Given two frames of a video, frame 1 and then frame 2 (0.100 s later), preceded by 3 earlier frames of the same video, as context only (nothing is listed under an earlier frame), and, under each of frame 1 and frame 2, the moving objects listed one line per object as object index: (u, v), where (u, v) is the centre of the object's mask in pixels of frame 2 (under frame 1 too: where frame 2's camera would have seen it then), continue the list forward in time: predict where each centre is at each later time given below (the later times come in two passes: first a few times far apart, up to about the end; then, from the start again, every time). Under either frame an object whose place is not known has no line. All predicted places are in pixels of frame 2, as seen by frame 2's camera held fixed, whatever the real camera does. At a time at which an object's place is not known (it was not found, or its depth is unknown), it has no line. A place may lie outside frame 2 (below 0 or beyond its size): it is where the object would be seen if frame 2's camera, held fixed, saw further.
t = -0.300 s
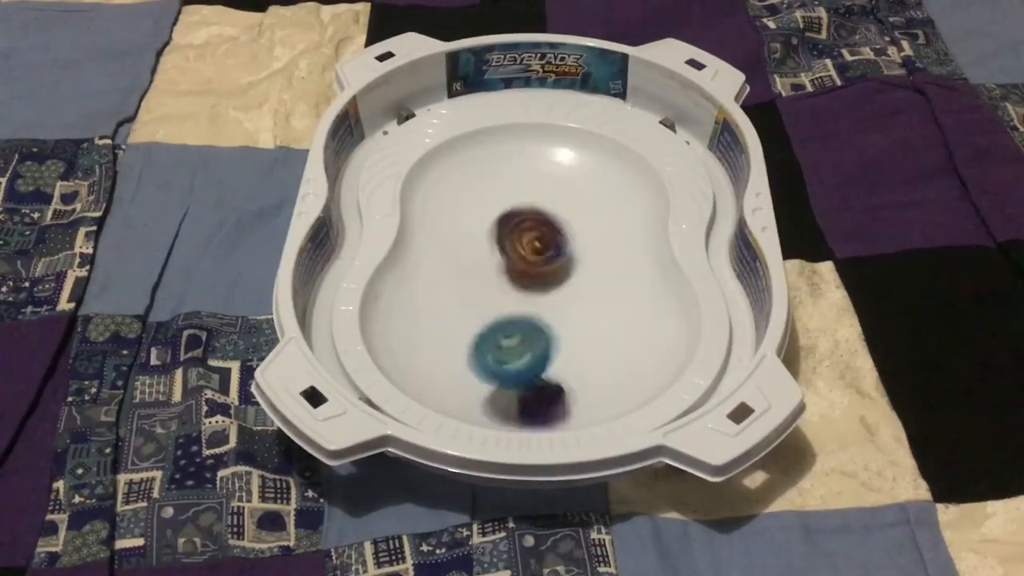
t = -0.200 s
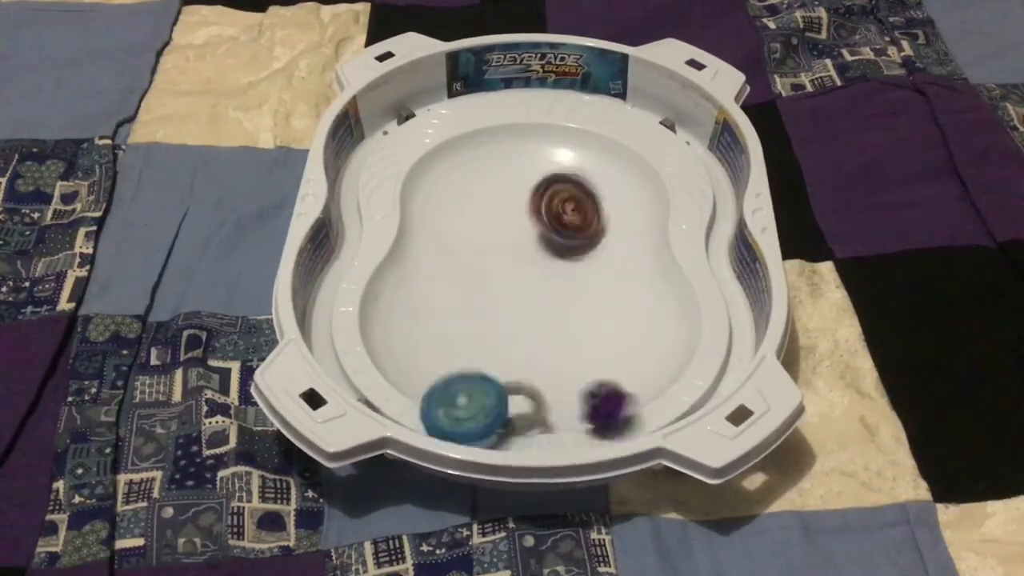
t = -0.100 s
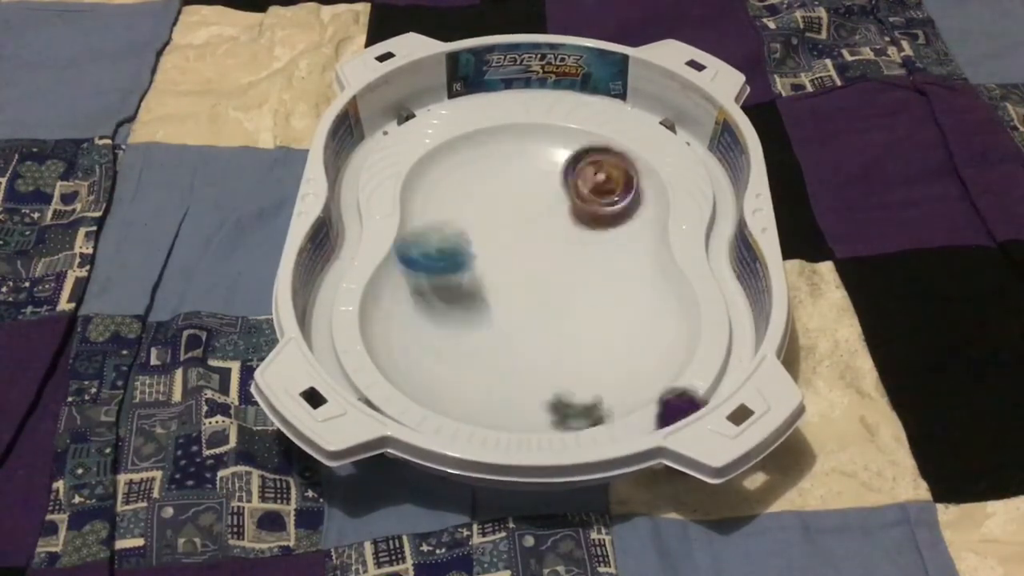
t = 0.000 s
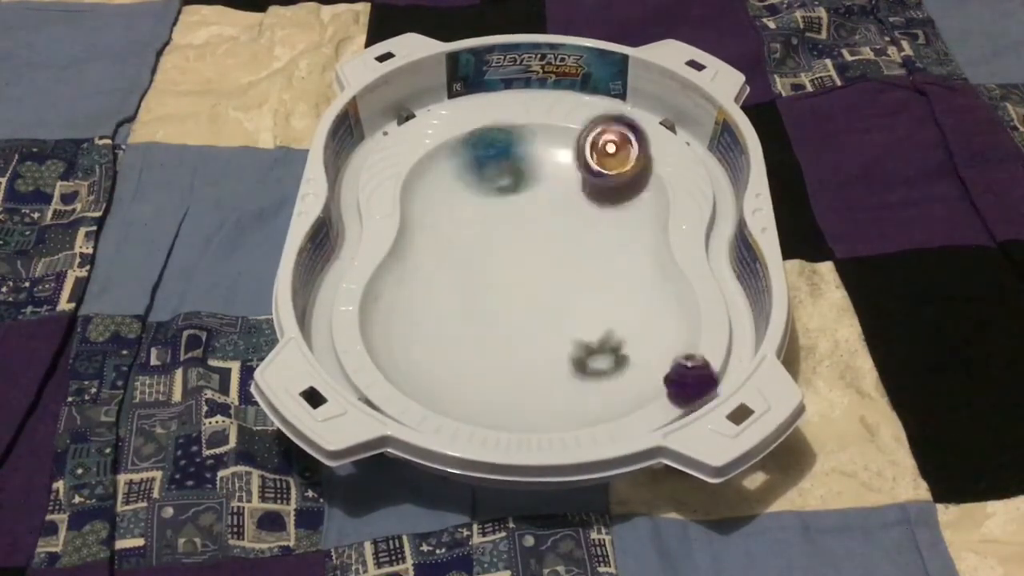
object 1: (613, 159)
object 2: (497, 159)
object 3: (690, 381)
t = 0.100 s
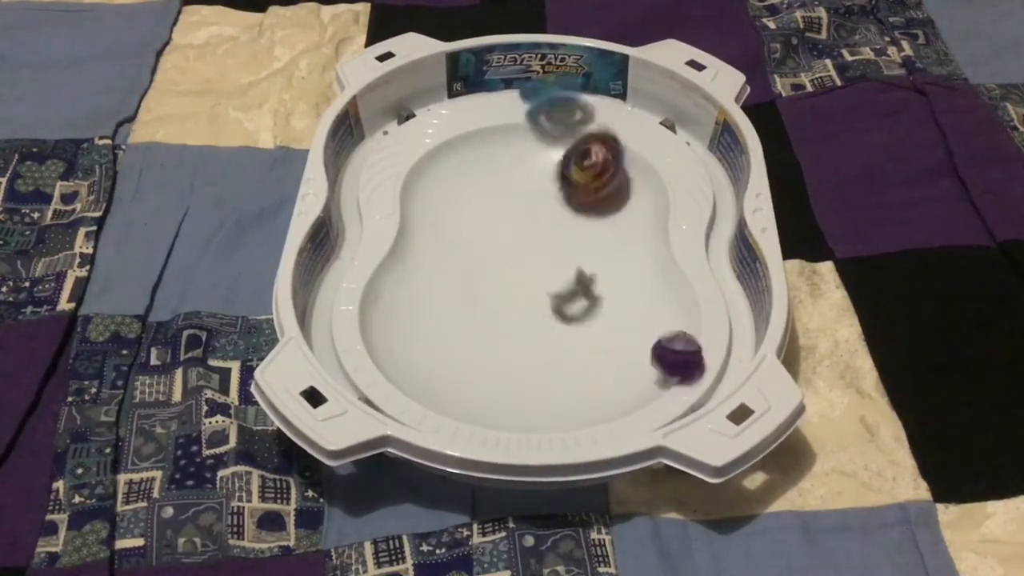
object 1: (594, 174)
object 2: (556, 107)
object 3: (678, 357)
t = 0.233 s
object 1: (573, 214)
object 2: (547, 152)
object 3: (594, 328)
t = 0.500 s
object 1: (519, 261)
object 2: (447, 244)
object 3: (465, 290)
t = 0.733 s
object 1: (515, 294)
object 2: (472, 235)
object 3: (417, 336)
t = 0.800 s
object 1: (516, 308)
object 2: (474, 230)
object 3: (430, 345)
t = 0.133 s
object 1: (588, 184)
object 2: (560, 104)
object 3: (663, 354)
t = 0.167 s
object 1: (583, 194)
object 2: (566, 92)
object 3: (647, 351)
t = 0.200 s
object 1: (578, 204)
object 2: (556, 119)
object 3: (620, 340)
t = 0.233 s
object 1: (573, 214)
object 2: (547, 152)
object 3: (594, 328)
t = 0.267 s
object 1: (571, 221)
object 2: (530, 181)
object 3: (569, 317)
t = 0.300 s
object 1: (565, 232)
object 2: (502, 200)
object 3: (544, 307)
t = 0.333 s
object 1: (558, 241)
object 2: (476, 206)
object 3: (522, 296)
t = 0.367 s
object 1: (552, 250)
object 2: (454, 207)
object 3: (510, 296)
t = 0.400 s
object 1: (542, 256)
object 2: (440, 209)
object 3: (498, 296)
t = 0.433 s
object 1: (528, 252)
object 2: (437, 216)
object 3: (487, 293)
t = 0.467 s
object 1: (527, 264)
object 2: (439, 230)
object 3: (474, 286)
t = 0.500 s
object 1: (519, 261)
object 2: (447, 244)
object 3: (465, 290)
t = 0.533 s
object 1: (522, 274)
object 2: (442, 246)
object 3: (452, 297)
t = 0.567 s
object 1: (515, 269)
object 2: (447, 246)
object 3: (438, 309)
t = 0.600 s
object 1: (516, 274)
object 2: (454, 247)
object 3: (428, 318)
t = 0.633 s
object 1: (516, 278)
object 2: (459, 243)
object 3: (422, 325)
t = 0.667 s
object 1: (519, 284)
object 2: (461, 239)
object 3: (418, 330)
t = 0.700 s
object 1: (521, 295)
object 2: (466, 235)
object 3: (415, 333)
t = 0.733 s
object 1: (515, 294)
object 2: (472, 235)
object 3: (417, 336)
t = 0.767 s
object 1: (514, 294)
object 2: (472, 231)
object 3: (422, 341)
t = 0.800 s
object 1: (516, 308)
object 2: (474, 230)
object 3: (430, 345)
